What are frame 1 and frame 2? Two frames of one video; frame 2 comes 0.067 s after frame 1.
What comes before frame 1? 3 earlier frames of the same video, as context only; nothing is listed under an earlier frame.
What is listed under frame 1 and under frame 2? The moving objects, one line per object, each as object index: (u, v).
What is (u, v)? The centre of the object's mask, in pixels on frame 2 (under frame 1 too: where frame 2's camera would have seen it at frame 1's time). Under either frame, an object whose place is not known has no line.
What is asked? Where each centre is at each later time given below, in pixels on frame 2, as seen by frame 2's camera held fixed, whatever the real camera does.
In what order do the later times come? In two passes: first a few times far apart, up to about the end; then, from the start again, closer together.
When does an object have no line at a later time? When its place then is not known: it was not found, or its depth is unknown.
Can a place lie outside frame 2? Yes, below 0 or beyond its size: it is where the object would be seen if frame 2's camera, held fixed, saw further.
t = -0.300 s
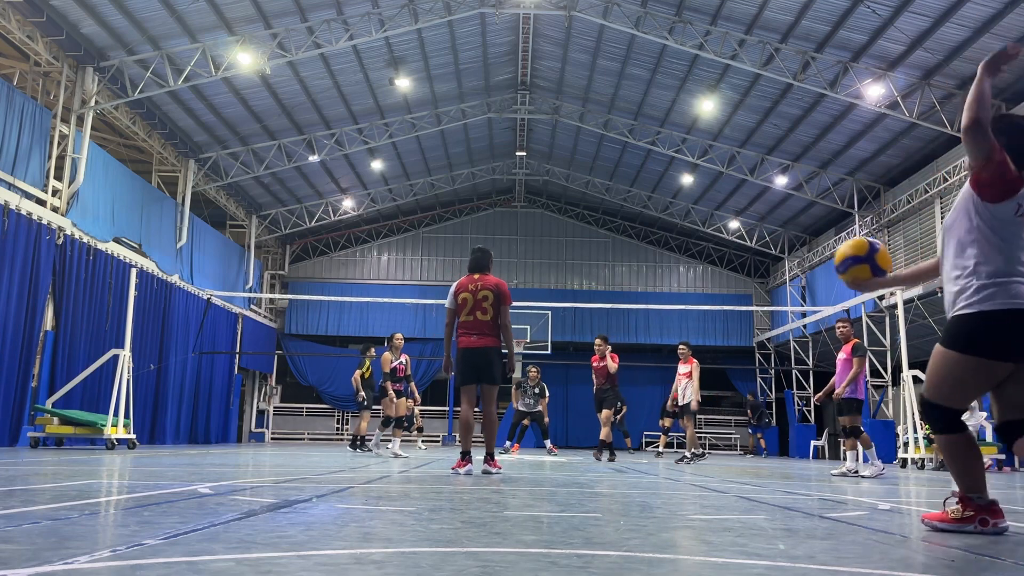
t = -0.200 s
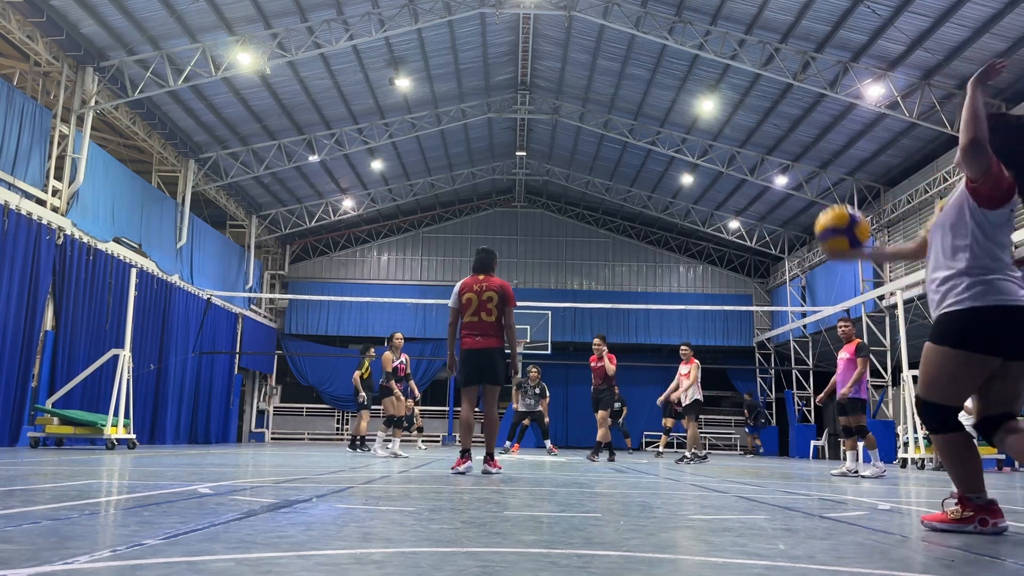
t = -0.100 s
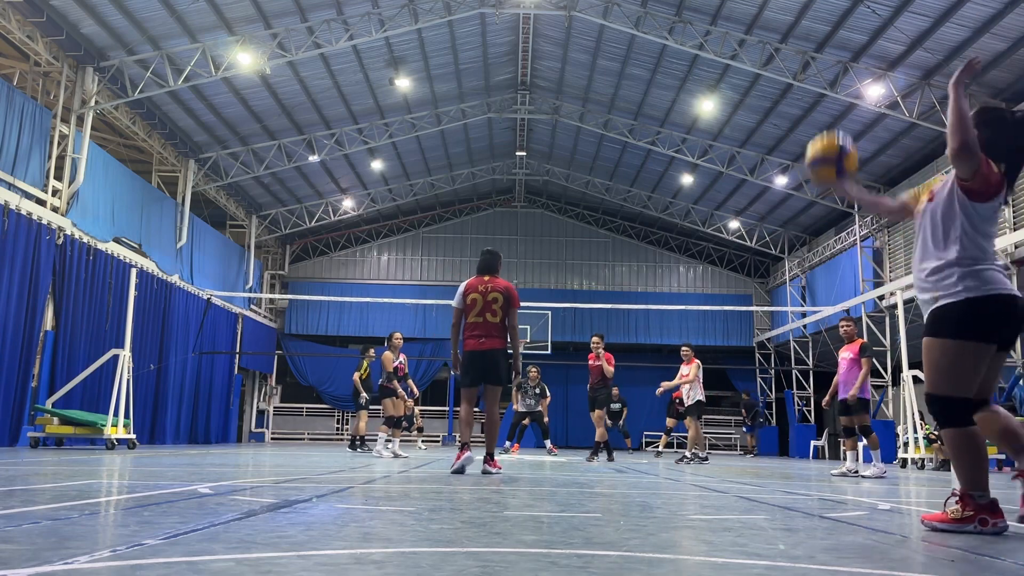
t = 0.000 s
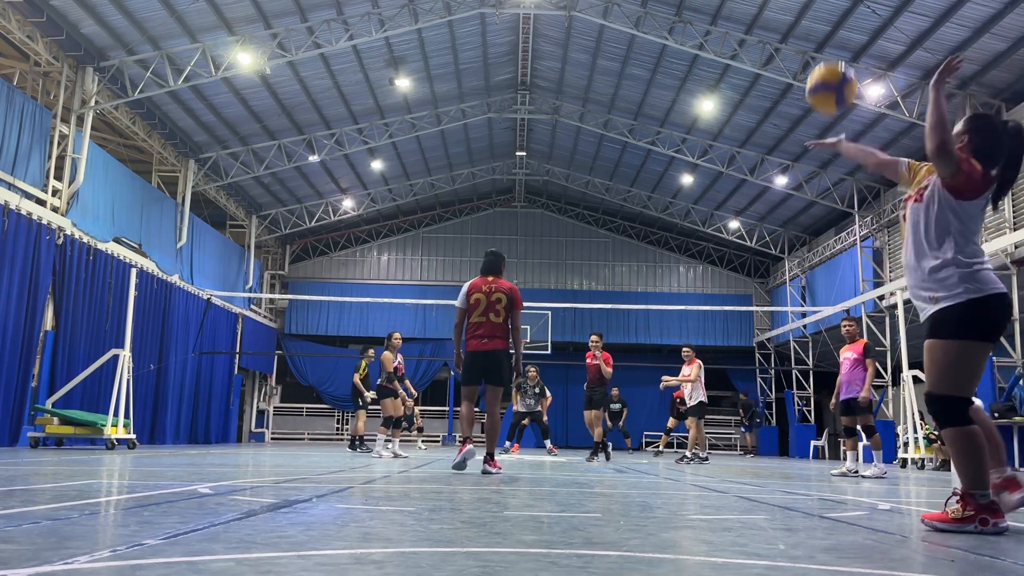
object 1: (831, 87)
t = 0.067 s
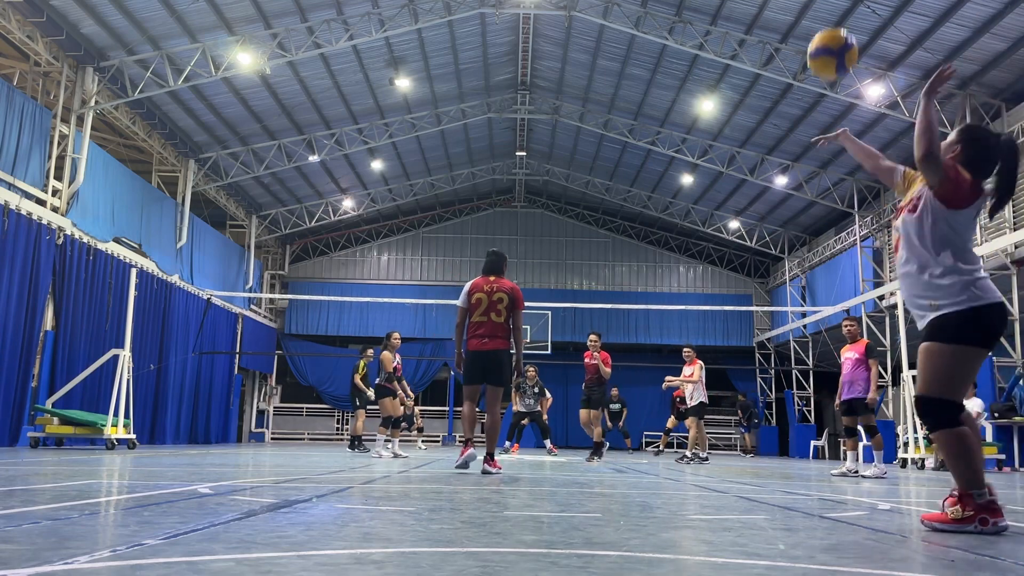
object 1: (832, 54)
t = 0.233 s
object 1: (835, 17)
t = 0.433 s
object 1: (841, 36)
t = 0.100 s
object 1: (833, 41)
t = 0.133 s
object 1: (833, 30)
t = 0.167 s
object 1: (834, 23)
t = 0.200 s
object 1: (834, 19)
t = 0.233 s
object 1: (835, 17)
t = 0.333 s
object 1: (837, 18)
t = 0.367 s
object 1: (838, 21)
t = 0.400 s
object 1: (839, 26)
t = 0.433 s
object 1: (841, 36)
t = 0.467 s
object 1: (842, 48)
